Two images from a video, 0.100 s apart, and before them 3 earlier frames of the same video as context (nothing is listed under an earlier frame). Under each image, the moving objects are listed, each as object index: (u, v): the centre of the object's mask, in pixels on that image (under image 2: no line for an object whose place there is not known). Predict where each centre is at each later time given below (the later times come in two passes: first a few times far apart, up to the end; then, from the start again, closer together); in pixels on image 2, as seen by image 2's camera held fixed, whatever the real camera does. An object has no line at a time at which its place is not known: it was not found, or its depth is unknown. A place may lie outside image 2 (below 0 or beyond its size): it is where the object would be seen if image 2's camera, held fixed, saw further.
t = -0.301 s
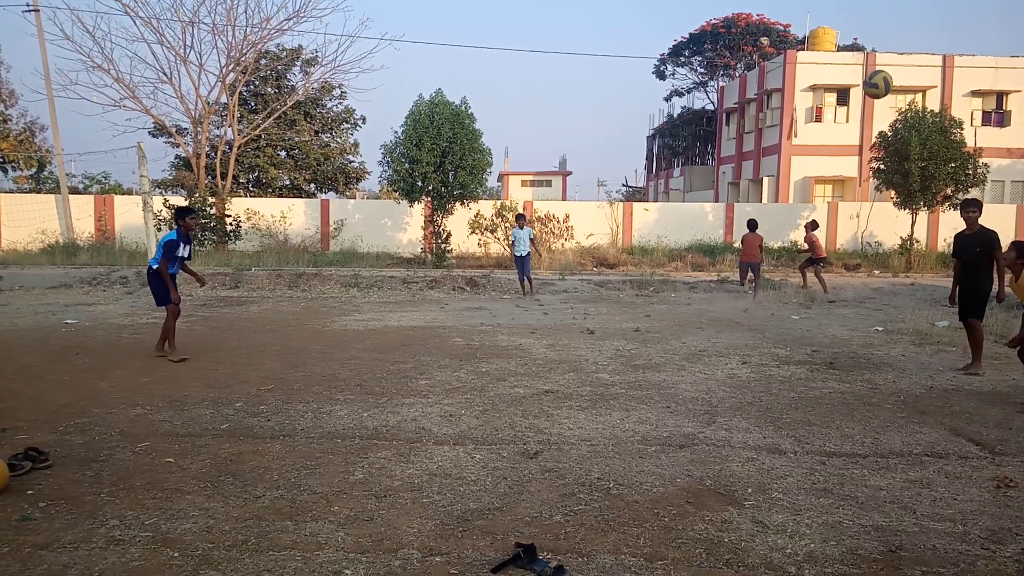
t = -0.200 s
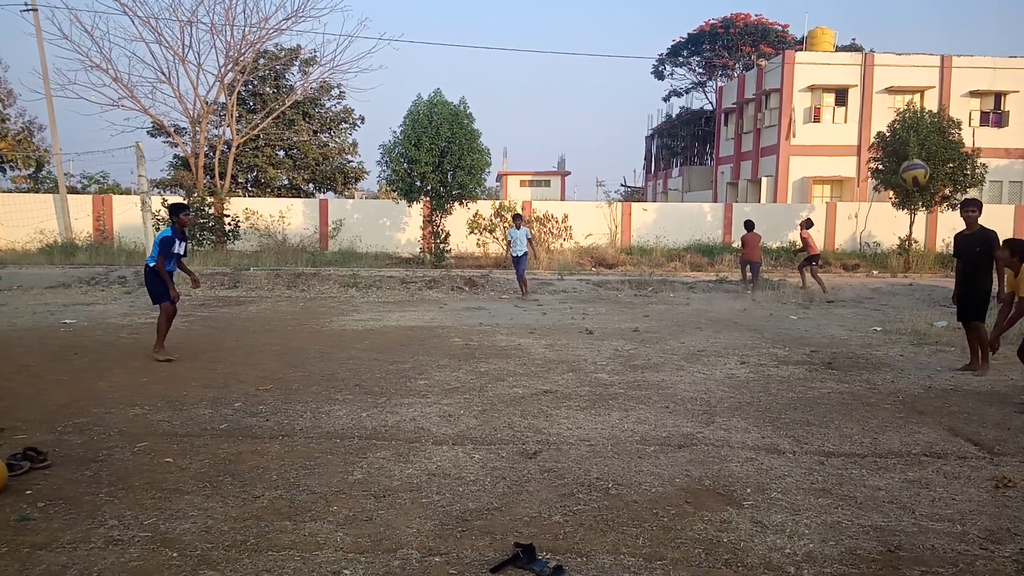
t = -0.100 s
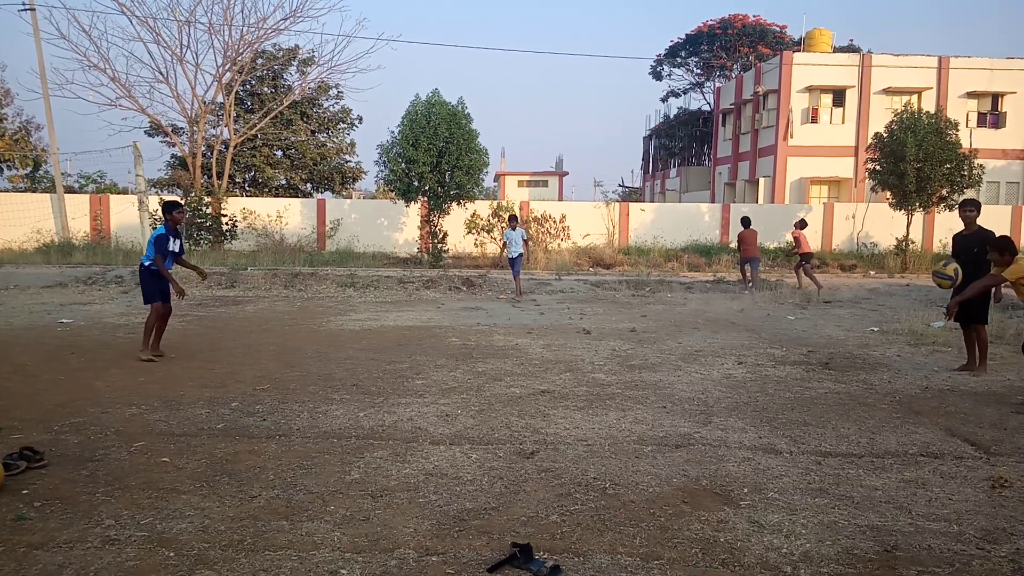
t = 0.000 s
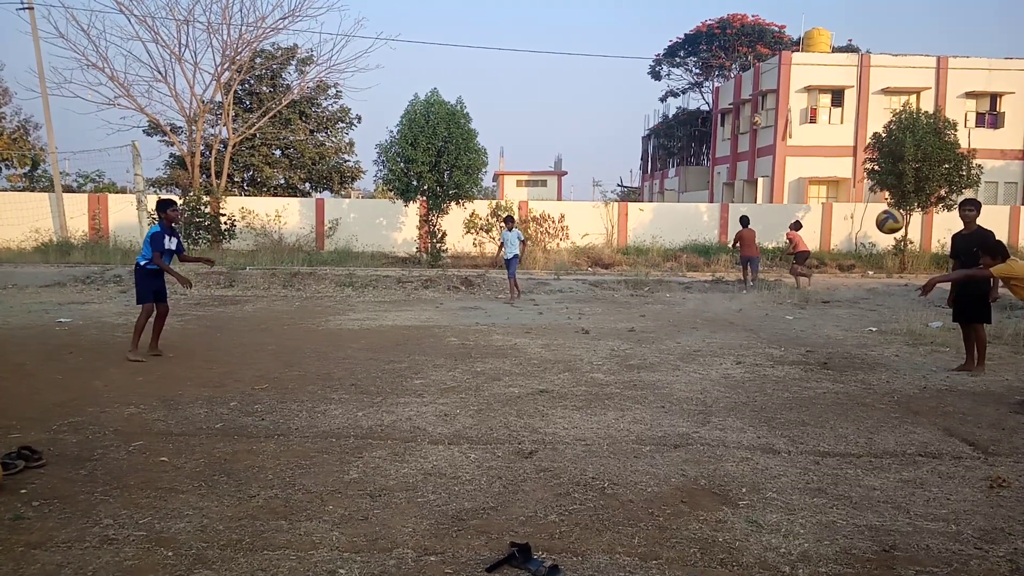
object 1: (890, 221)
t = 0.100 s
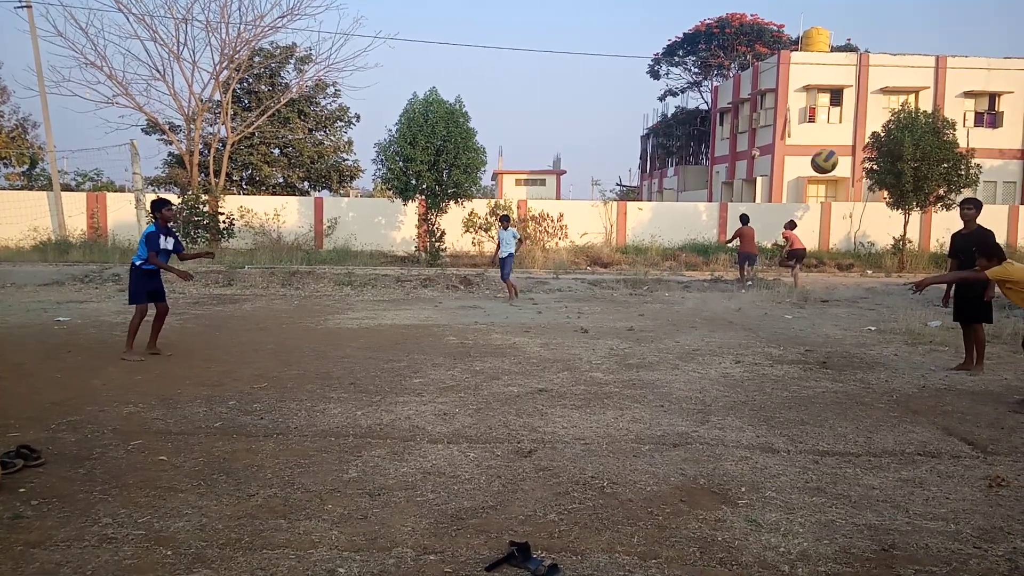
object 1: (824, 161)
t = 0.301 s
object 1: (706, 91)
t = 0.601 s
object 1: (559, 78)
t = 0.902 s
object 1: (442, 151)
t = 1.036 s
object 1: (396, 206)
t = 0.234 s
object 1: (745, 108)
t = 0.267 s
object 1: (726, 99)
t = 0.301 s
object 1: (706, 91)
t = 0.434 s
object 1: (637, 73)
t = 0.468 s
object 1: (621, 72)
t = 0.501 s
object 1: (605, 72)
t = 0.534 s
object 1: (590, 73)
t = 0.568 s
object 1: (574, 75)
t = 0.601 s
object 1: (559, 78)
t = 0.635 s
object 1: (545, 83)
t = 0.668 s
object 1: (530, 89)
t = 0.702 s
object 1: (517, 95)
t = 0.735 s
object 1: (503, 103)
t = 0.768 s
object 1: (490, 111)
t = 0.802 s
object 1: (478, 120)
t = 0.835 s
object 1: (465, 131)
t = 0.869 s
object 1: (452, 141)
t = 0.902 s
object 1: (442, 151)
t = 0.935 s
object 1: (430, 164)
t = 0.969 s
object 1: (419, 177)
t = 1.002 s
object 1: (408, 192)
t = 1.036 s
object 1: (396, 206)
